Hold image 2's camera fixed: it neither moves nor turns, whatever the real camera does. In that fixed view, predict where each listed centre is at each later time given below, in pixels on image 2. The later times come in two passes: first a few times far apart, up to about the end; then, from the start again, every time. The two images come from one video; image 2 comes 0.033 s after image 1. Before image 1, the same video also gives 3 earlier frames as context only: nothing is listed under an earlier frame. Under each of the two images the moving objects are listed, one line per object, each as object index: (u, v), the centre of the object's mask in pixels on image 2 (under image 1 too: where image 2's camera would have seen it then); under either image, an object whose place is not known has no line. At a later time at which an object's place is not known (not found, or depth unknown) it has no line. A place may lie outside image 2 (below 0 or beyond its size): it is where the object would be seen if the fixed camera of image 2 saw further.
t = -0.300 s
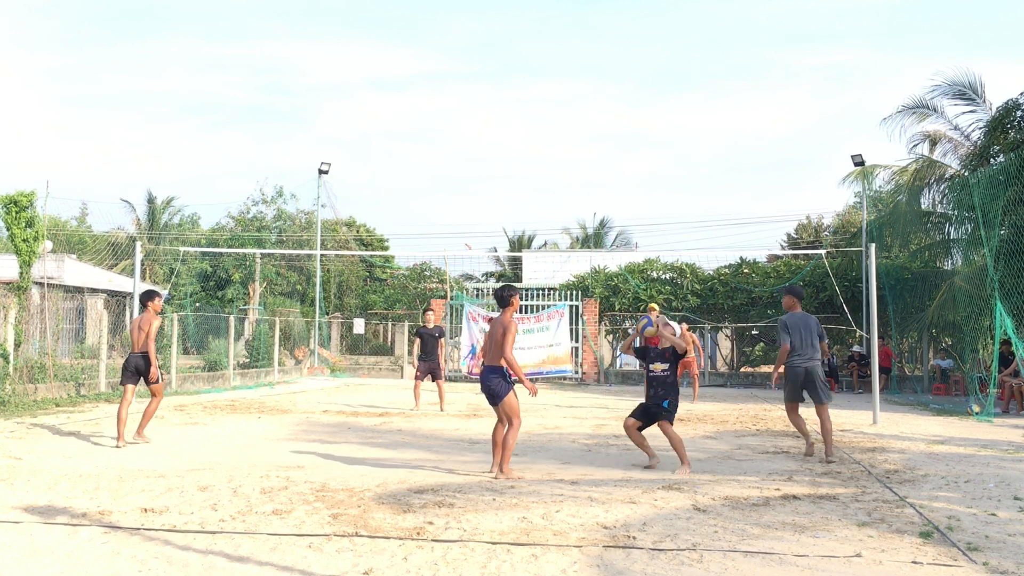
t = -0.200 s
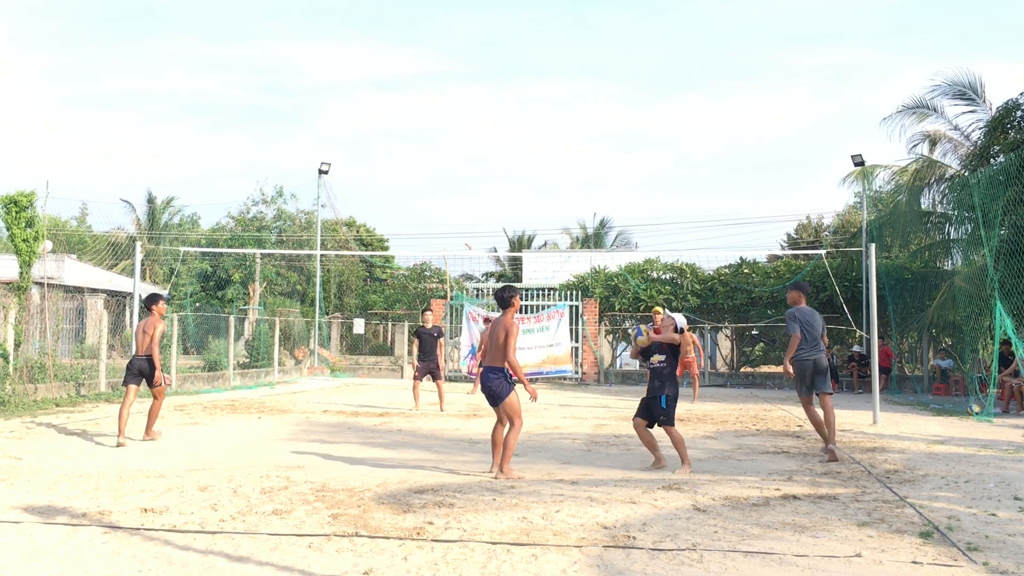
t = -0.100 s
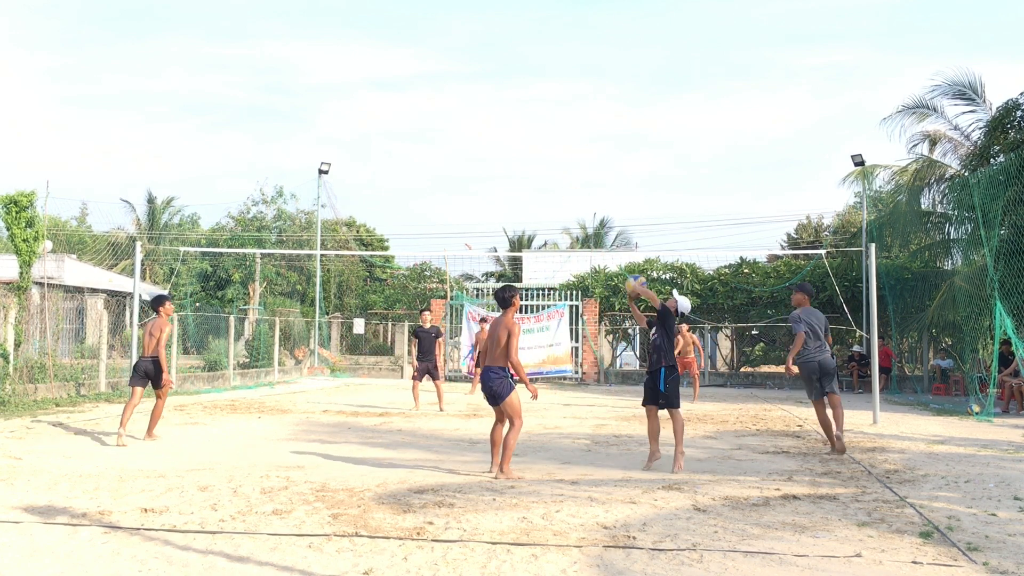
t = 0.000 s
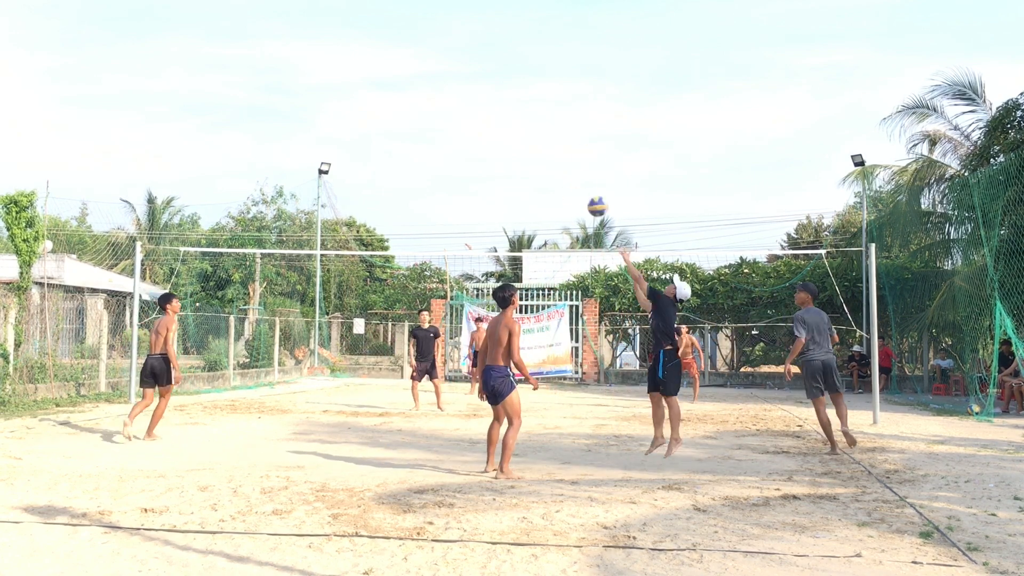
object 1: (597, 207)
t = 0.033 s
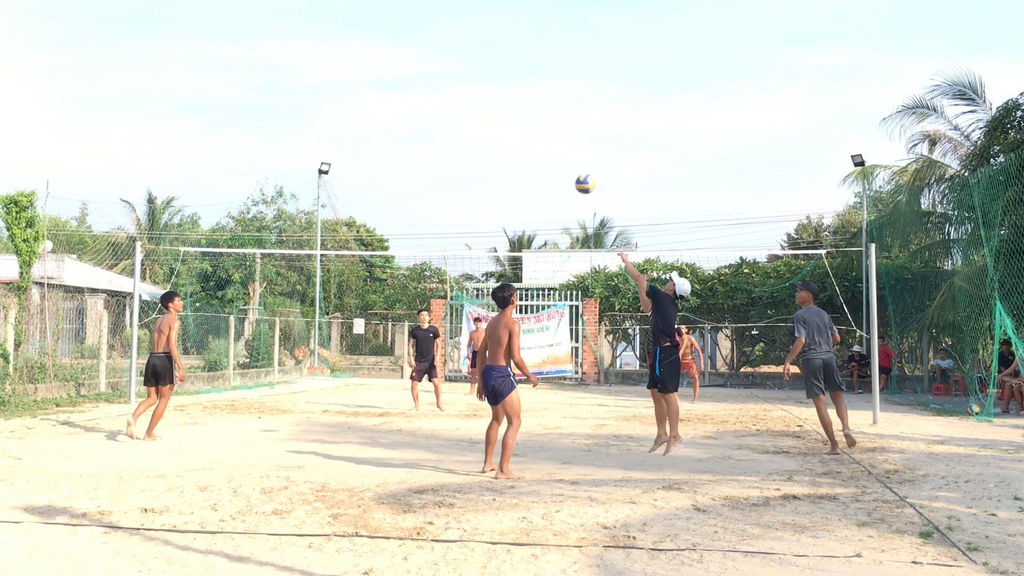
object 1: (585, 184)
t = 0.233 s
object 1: (517, 81)
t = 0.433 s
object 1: (461, 23)
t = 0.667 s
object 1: (405, 7)
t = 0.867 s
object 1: (362, 26)
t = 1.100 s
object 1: (320, 82)
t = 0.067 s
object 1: (573, 163)
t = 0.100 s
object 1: (561, 144)
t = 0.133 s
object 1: (550, 125)
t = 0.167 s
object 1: (539, 109)
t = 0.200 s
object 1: (528, 94)
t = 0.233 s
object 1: (517, 81)
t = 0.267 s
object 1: (507, 68)
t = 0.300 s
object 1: (498, 57)
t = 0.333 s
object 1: (488, 46)
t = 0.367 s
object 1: (479, 37)
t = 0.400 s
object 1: (470, 30)
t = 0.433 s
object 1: (461, 23)
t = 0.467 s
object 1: (452, 18)
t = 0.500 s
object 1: (444, 13)
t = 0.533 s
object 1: (436, 10)
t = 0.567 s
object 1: (428, 8)
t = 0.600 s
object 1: (420, 7)
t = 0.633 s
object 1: (413, 6)
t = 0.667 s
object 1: (405, 7)
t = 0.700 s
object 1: (396, 8)
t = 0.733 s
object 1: (389, 10)
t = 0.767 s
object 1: (383, 12)
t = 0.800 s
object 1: (375, 16)
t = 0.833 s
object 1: (369, 21)
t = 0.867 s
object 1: (362, 26)
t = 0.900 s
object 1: (356, 32)
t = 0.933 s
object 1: (349, 39)
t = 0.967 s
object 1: (344, 46)
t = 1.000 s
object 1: (337, 55)
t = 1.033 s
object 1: (332, 63)
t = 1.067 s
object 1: (326, 73)
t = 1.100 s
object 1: (320, 82)
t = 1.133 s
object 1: (314, 93)
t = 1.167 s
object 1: (308, 105)
